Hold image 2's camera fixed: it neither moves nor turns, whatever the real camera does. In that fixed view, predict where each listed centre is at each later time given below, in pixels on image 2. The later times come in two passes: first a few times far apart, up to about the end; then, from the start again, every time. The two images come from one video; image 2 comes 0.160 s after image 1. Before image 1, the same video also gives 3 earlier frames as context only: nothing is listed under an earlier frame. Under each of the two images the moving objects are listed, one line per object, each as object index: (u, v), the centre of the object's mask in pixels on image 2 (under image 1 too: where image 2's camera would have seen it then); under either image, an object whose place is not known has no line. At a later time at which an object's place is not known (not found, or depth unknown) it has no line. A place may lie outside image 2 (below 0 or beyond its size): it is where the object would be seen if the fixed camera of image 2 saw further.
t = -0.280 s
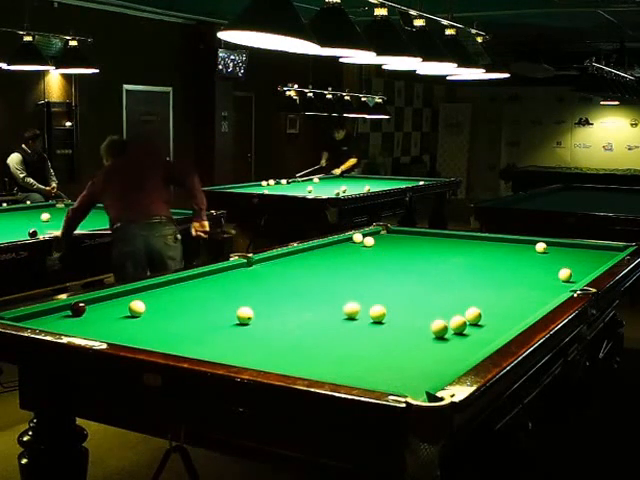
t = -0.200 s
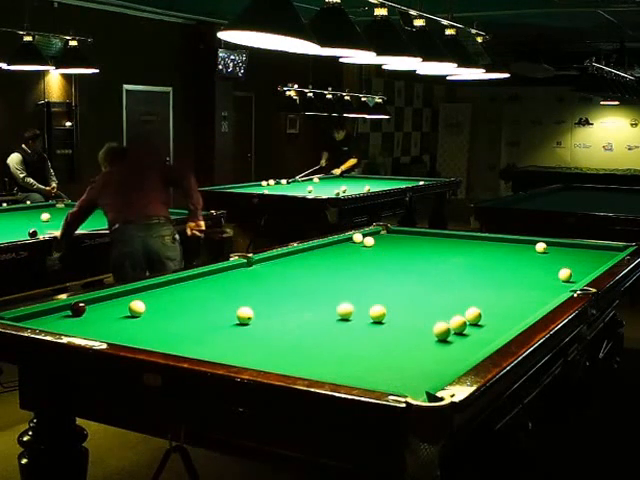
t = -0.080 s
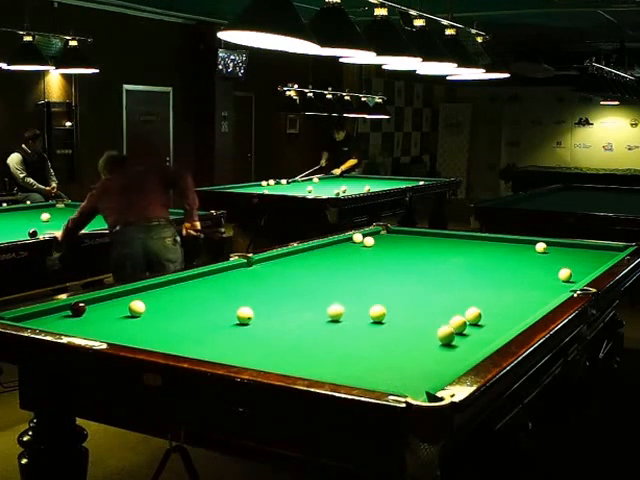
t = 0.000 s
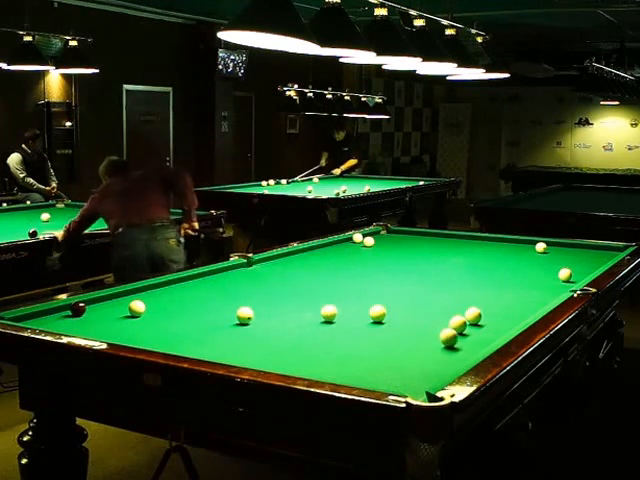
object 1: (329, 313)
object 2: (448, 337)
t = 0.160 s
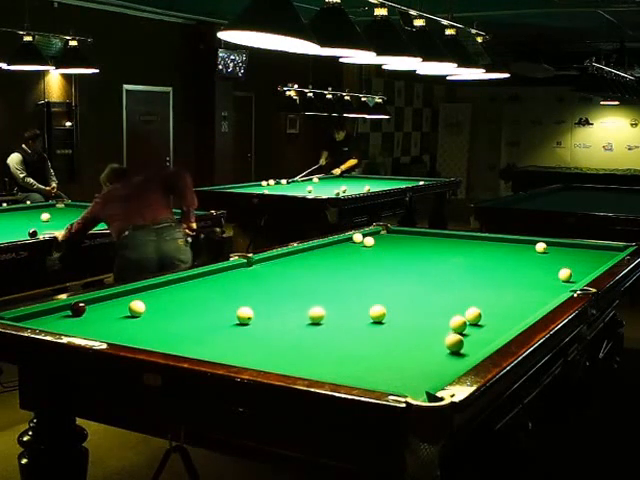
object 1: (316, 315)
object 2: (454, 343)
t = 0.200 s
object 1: (313, 315)
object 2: (455, 344)
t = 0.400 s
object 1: (297, 317)
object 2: (463, 351)
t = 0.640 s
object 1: (279, 320)
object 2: (458, 356)
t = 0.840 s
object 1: (265, 322)
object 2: (445, 359)
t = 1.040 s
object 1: (250, 324)
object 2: (432, 361)
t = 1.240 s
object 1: (236, 325)
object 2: (419, 363)
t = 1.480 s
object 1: (219, 328)
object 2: (405, 365)
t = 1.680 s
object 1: (206, 330)
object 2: (393, 368)
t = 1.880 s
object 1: (193, 331)
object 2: (381, 369)
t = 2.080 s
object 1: (181, 333)
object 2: (371, 371)
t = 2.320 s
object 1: (168, 335)
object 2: (359, 373)
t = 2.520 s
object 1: (157, 336)
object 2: (350, 373)
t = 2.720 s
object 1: (147, 337)
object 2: (341, 373)
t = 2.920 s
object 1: (138, 337)
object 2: (334, 373)
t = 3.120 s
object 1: (130, 337)
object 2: (327, 372)
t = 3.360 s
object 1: (122, 337)
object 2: (325, 372)
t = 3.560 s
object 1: (123, 337)
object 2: (325, 372)
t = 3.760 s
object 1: (124, 336)
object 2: (325, 372)
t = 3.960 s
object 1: (125, 336)
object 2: (325, 371)
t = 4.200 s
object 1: (125, 336)
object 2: (325, 371)
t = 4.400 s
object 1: (126, 335)
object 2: (324, 371)
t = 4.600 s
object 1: (126, 336)
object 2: (324, 371)
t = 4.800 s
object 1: (126, 336)
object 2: (324, 371)
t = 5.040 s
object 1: (126, 336)
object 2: (324, 371)
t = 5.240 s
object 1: (126, 335)
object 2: (324, 371)
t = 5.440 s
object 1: (126, 336)
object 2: (324, 371)
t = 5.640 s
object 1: (126, 335)
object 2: (324, 371)
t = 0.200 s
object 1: (313, 315)
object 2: (455, 344)
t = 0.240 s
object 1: (310, 315)
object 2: (457, 346)
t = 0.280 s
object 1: (307, 316)
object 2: (458, 347)
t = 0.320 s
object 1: (303, 316)
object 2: (460, 348)
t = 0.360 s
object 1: (300, 316)
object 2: (461, 350)
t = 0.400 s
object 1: (297, 317)
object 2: (463, 351)
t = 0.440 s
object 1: (294, 317)
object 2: (464, 352)
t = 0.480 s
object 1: (291, 317)
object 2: (465, 352)
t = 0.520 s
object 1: (288, 318)
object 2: (465, 353)
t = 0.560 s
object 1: (285, 319)
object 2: (463, 353)
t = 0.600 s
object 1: (282, 319)
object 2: (460, 355)
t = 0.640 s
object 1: (279, 320)
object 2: (458, 356)
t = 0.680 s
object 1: (276, 320)
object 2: (455, 356)
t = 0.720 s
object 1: (273, 320)
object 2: (452, 357)
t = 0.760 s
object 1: (270, 321)
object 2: (450, 358)
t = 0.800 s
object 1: (267, 321)
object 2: (447, 359)
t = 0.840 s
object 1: (265, 322)
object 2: (445, 359)
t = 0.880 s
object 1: (262, 322)
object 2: (442, 359)
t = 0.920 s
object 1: (259, 323)
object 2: (439, 360)
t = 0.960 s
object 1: (256, 323)
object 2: (437, 360)
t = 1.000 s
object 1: (253, 323)
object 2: (434, 361)
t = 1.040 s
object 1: (250, 324)
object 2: (432, 361)
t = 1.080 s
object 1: (247, 324)
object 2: (429, 362)
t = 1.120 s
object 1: (244, 325)
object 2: (427, 362)
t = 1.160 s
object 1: (241, 325)
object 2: (424, 363)
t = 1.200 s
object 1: (238, 325)
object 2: (422, 363)
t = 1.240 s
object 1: (236, 325)
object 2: (419, 363)
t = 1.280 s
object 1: (233, 326)
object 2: (417, 364)
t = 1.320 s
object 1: (230, 326)
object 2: (414, 364)
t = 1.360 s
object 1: (228, 327)
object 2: (412, 365)
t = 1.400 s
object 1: (225, 327)
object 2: (409, 365)
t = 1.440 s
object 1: (222, 327)
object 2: (407, 365)
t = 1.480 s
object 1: (219, 328)
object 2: (405, 365)
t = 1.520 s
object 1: (217, 328)
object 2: (402, 366)
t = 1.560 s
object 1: (214, 328)
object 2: (400, 366)
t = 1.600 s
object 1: (211, 329)
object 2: (397, 367)
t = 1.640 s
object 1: (209, 329)
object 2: (395, 367)
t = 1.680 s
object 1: (206, 330)
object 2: (393, 368)
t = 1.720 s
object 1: (203, 330)
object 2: (391, 368)
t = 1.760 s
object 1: (201, 330)
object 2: (388, 368)
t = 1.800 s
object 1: (198, 330)
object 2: (386, 369)
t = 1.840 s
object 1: (196, 331)
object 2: (384, 369)
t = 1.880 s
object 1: (193, 331)
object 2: (381, 369)
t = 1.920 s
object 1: (191, 332)
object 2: (379, 369)
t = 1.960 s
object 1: (188, 332)
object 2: (377, 370)
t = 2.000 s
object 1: (186, 332)
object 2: (375, 370)
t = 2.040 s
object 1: (184, 332)
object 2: (373, 371)
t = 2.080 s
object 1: (181, 333)
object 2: (371, 371)
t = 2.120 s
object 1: (179, 333)
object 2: (369, 371)
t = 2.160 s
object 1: (177, 333)
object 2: (367, 371)
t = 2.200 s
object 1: (174, 333)
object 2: (365, 372)
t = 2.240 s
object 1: (172, 334)
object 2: (363, 372)
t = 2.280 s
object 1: (170, 334)
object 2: (361, 372)
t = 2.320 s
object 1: (168, 335)
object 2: (359, 373)
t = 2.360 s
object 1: (165, 335)
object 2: (357, 373)
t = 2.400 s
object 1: (163, 335)
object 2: (355, 373)
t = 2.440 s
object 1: (161, 335)
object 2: (353, 373)
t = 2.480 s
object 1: (159, 336)
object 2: (352, 373)
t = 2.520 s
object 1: (157, 336)
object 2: (350, 373)
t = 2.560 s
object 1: (155, 336)
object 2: (348, 373)
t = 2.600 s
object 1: (153, 336)
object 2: (346, 373)
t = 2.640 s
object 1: (151, 337)
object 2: (345, 373)
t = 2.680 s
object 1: (149, 337)
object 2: (343, 373)
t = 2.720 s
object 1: (147, 337)
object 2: (341, 373)
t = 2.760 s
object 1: (145, 337)
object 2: (340, 373)
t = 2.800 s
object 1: (143, 337)
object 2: (338, 373)
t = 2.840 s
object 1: (142, 337)
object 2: (337, 373)
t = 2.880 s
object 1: (140, 337)
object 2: (335, 373)
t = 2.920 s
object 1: (138, 337)
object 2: (334, 373)
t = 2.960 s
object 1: (136, 337)
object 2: (332, 373)
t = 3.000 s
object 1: (135, 337)
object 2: (331, 373)
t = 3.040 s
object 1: (133, 337)
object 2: (330, 373)
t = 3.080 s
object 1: (131, 337)
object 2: (328, 373)
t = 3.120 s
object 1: (130, 337)
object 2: (327, 372)
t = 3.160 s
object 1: (128, 337)
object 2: (326, 372)
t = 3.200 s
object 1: (127, 337)
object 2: (326, 372)
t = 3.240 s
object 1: (125, 337)
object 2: (326, 372)
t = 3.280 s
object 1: (124, 337)
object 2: (326, 372)
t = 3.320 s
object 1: (123, 337)
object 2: (325, 372)
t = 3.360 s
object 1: (122, 337)
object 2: (325, 372)
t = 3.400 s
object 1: (123, 337)
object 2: (325, 371)
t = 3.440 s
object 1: (123, 337)
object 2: (325, 372)
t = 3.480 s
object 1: (123, 337)
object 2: (325, 372)
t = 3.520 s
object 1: (123, 337)
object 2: (325, 371)
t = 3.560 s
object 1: (123, 337)
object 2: (325, 372)
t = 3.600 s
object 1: (124, 337)
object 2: (325, 371)
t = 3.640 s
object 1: (124, 336)
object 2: (325, 372)
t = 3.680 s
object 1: (124, 336)
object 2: (325, 372)
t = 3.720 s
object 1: (124, 336)
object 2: (325, 372)
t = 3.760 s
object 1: (124, 336)
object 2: (325, 372)
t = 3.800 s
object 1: (125, 336)
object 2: (325, 372)
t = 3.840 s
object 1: (125, 336)
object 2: (325, 372)
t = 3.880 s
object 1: (125, 336)
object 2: (325, 371)
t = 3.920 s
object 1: (125, 336)
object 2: (325, 371)
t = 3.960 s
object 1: (125, 336)
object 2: (325, 371)
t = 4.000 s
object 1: (125, 336)
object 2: (325, 371)
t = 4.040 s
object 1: (125, 336)
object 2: (325, 371)
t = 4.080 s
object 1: (125, 336)
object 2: (325, 371)
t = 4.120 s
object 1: (125, 336)
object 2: (325, 371)
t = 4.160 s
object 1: (125, 336)
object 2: (325, 371)
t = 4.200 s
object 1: (125, 336)
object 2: (325, 371)
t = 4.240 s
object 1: (125, 336)
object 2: (325, 371)
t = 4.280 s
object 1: (125, 335)
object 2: (325, 371)
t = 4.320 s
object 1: (125, 336)
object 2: (325, 371)
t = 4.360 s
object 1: (126, 335)
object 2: (325, 371)
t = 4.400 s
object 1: (126, 335)
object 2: (324, 371)
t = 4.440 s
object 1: (126, 335)
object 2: (324, 371)
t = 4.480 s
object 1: (126, 335)
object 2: (324, 371)
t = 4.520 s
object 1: (126, 336)
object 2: (324, 371)
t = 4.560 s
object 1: (126, 335)
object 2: (324, 371)
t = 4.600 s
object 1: (126, 336)
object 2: (324, 371)
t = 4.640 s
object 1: (126, 336)
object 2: (324, 371)
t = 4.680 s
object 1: (126, 335)
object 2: (324, 371)
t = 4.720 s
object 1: (126, 336)
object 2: (324, 371)
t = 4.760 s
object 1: (126, 336)
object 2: (324, 371)
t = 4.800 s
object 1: (126, 336)
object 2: (324, 371)
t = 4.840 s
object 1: (126, 336)
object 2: (324, 371)
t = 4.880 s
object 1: (126, 336)
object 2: (324, 371)
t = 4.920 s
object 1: (126, 336)
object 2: (324, 371)
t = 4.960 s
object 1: (126, 336)
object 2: (325, 371)
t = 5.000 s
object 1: (126, 336)
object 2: (325, 371)
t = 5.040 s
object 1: (126, 336)
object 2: (324, 371)
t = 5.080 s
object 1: (126, 336)
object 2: (324, 371)
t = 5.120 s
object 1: (126, 336)
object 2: (324, 371)
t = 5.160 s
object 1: (126, 336)
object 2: (324, 371)
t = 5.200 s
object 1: (126, 336)
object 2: (324, 371)
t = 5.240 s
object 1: (126, 335)
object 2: (324, 371)
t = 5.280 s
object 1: (126, 336)
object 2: (324, 371)
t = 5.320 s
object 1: (126, 336)
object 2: (324, 371)
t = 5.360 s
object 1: (126, 336)
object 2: (324, 371)
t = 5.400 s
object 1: (126, 336)
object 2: (324, 371)
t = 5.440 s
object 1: (126, 336)
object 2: (324, 371)
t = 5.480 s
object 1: (126, 335)
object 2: (324, 371)
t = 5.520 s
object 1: (126, 336)
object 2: (324, 371)
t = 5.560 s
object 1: (126, 336)
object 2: (324, 371)
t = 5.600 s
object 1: (126, 335)
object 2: (324, 371)
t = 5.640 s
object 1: (126, 335)
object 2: (324, 371)
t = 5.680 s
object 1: (126, 336)
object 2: (324, 371)
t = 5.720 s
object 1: (126, 336)
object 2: (324, 371)
